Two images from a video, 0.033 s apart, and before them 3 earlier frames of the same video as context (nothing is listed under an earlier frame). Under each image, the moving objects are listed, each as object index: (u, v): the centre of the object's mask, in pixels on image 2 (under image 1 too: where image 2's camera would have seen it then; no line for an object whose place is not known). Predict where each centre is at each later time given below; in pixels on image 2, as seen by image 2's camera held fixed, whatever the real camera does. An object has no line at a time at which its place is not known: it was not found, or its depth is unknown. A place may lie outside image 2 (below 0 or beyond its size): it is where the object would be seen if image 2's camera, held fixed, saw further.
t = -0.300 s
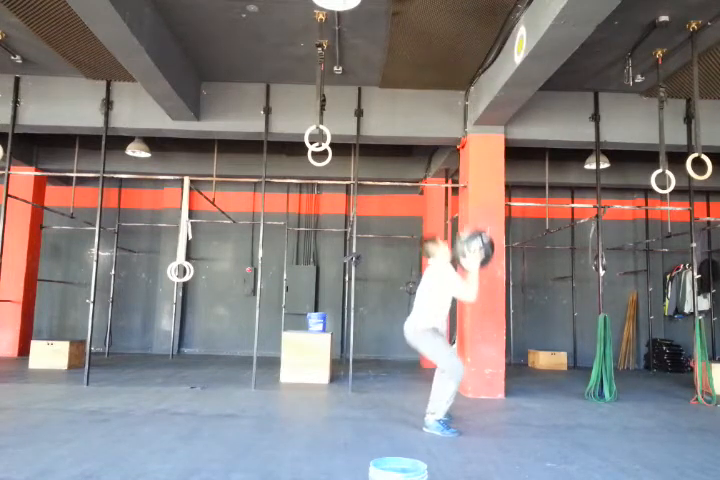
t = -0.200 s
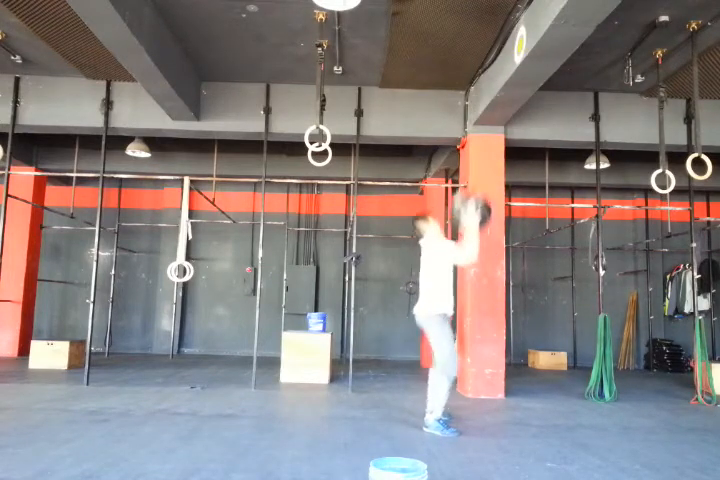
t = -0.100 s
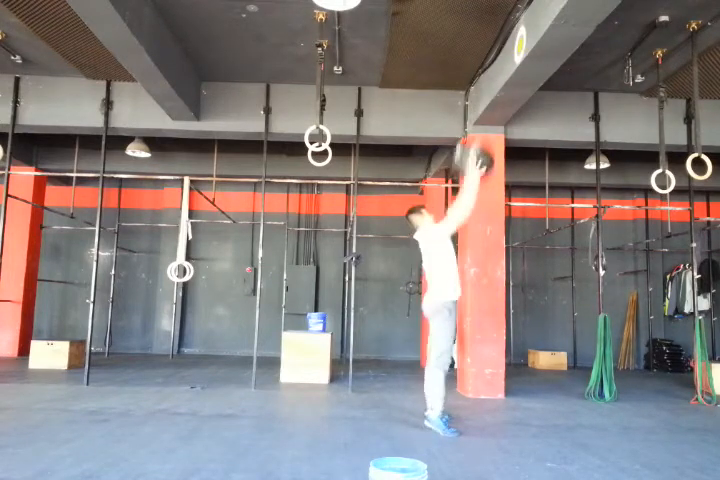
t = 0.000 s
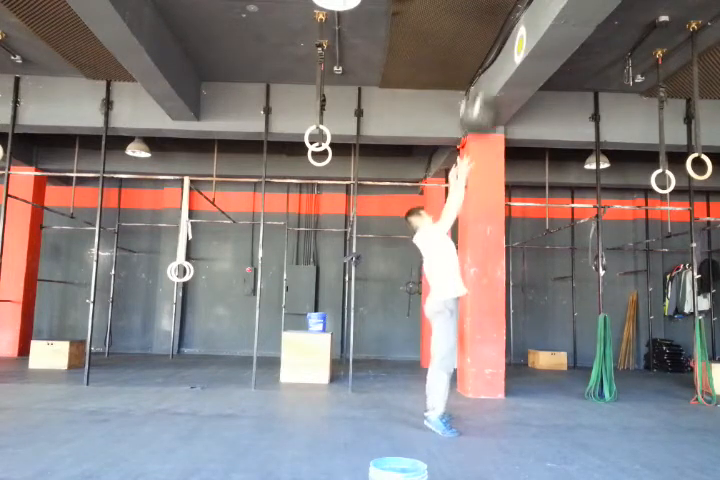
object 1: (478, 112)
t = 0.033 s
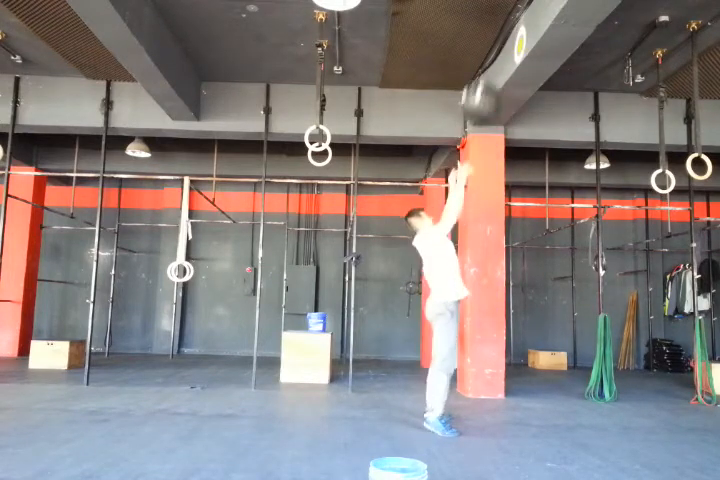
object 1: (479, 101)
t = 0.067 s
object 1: (482, 90)
